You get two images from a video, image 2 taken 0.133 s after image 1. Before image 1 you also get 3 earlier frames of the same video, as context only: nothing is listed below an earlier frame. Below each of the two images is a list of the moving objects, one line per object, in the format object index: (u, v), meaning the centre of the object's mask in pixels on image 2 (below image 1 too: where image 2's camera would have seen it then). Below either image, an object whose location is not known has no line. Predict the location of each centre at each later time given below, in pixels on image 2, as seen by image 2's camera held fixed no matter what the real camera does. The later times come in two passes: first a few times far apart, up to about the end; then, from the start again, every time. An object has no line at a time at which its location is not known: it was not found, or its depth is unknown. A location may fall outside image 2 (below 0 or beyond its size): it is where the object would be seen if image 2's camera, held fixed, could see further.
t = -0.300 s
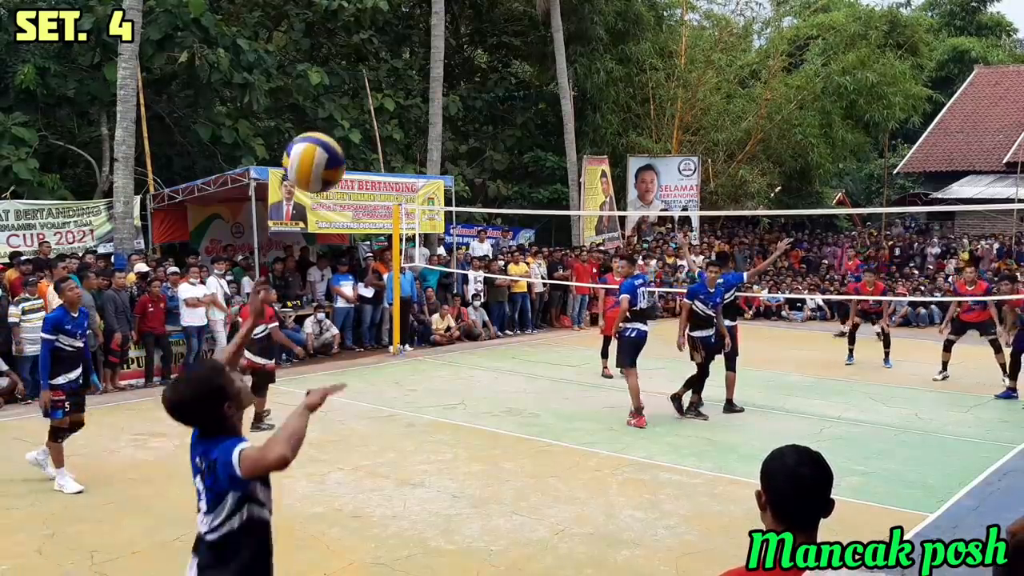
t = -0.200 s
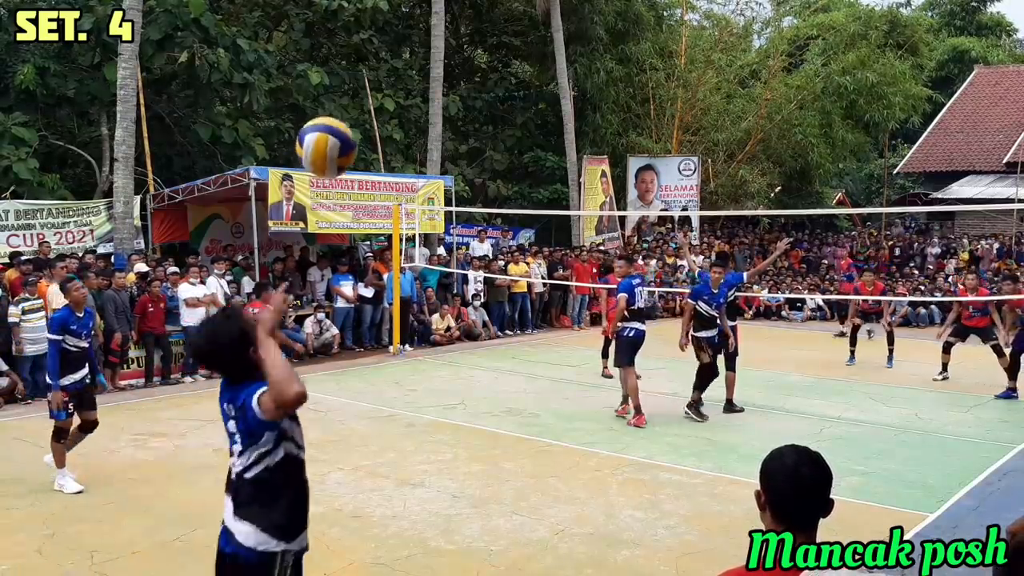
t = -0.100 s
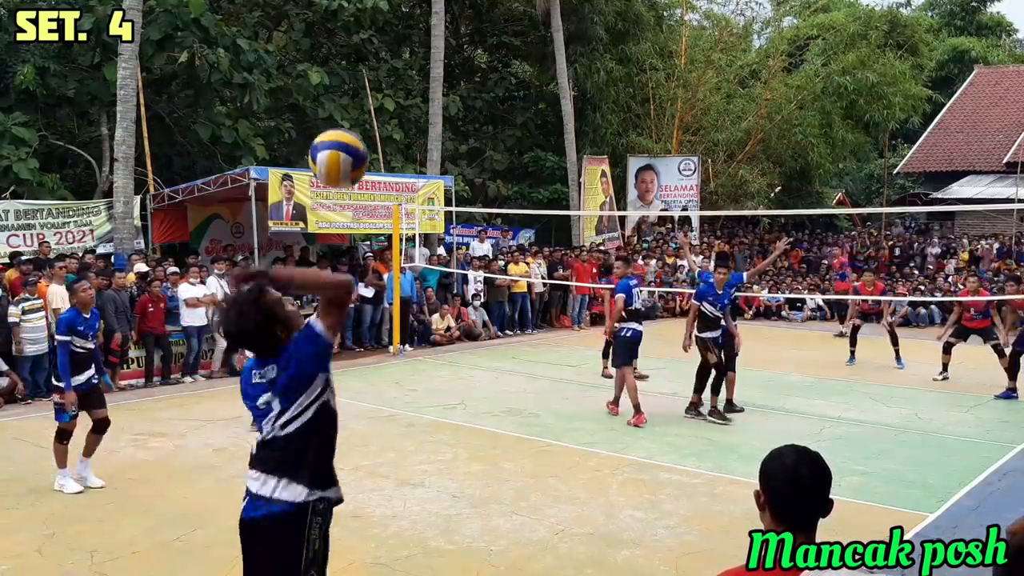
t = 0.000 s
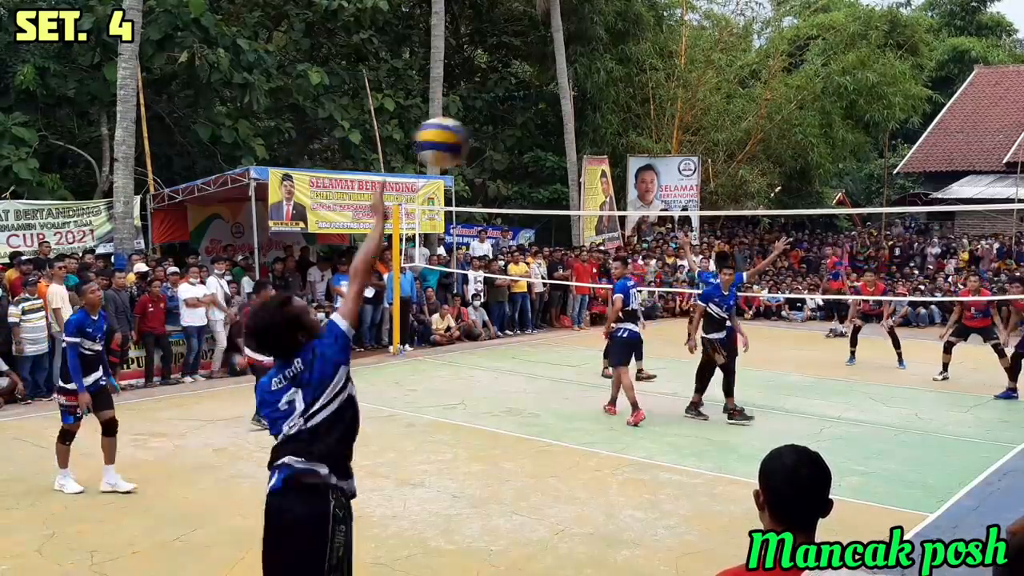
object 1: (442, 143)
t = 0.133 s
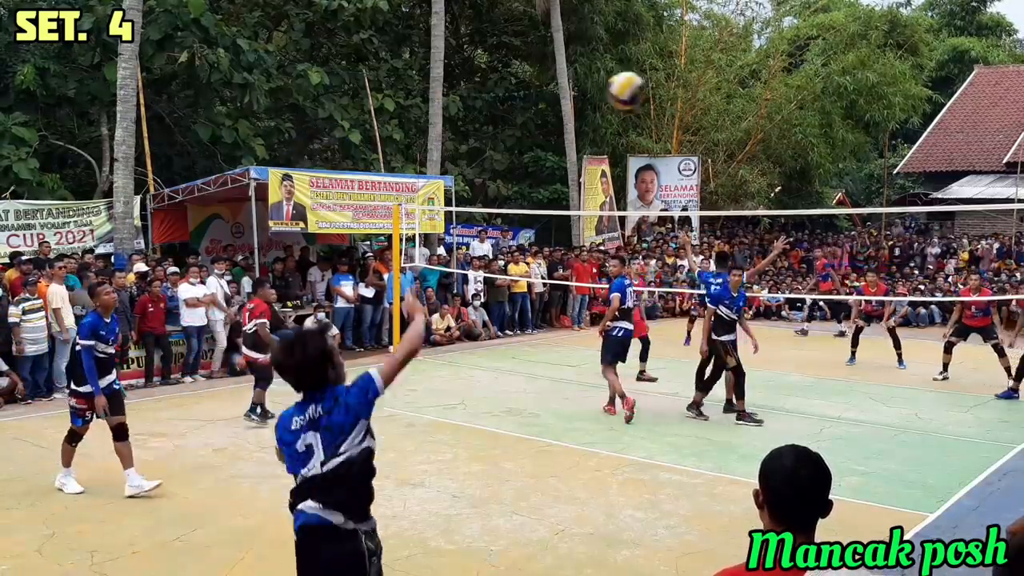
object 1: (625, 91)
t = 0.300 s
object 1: (749, 79)
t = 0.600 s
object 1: (847, 123)
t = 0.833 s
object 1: (878, 183)
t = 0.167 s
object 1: (656, 83)
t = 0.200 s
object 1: (684, 81)
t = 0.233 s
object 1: (708, 79)
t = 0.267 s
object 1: (730, 79)
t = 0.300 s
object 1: (749, 79)
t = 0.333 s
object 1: (766, 81)
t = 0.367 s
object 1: (781, 83)
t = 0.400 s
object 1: (794, 88)
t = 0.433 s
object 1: (806, 92)
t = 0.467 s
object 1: (816, 97)
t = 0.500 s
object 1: (826, 104)
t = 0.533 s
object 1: (834, 110)
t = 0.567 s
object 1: (841, 116)
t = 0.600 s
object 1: (847, 123)
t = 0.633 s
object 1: (853, 131)
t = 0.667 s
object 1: (859, 138)
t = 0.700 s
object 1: (863, 146)
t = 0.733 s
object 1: (867, 155)
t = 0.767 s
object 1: (871, 165)
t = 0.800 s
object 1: (875, 173)
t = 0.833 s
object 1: (878, 183)
